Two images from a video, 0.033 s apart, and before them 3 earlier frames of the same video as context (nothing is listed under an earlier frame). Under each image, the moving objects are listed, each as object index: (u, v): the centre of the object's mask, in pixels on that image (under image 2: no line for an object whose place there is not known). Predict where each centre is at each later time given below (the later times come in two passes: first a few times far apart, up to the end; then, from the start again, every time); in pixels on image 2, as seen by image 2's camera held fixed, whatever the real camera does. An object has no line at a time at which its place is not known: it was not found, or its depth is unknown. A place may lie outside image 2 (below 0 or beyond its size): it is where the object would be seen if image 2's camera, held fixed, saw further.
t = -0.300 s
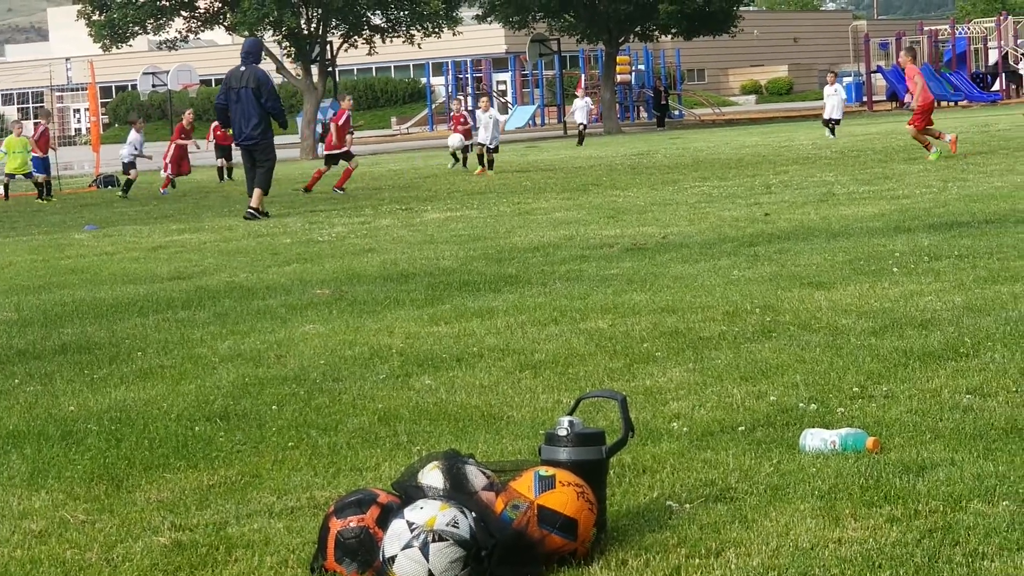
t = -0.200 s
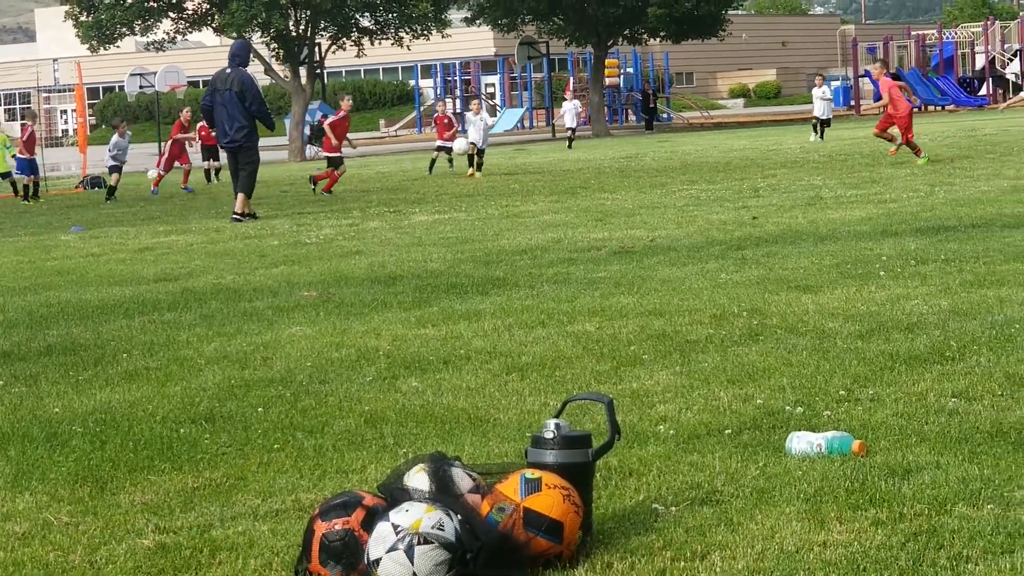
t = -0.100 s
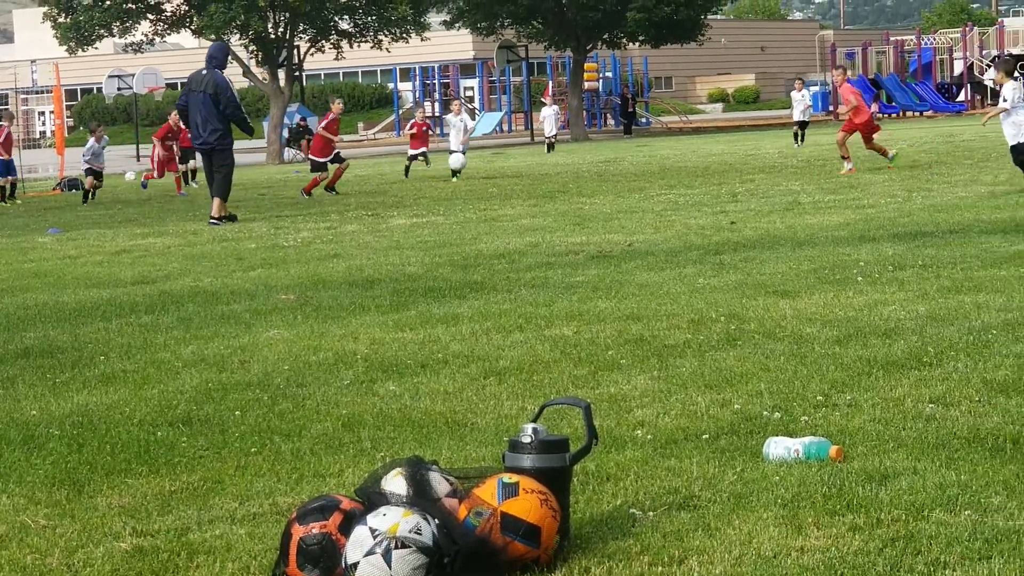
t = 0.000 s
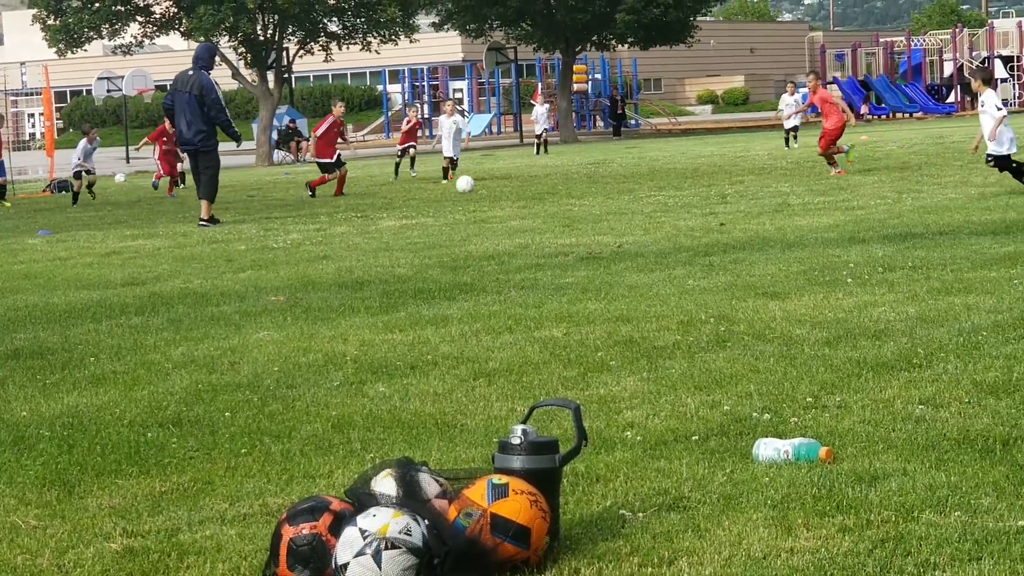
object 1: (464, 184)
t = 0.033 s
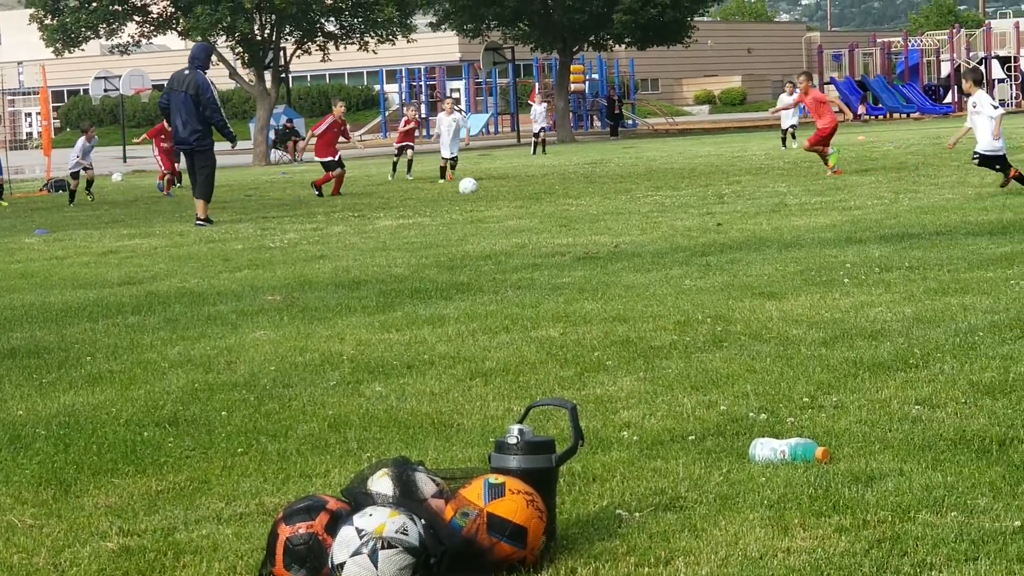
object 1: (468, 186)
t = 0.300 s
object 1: (513, 189)
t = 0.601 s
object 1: (560, 188)
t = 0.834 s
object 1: (600, 193)
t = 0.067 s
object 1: (474, 183)
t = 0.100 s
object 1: (479, 182)
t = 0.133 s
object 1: (484, 180)
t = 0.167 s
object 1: (490, 180)
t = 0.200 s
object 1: (496, 181)
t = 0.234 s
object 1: (501, 183)
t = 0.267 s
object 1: (508, 185)
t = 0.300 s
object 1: (513, 189)
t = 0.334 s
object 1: (520, 192)
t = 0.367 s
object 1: (525, 189)
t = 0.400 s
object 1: (529, 186)
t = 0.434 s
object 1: (534, 183)
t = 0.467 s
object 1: (540, 182)
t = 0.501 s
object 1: (545, 182)
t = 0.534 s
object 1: (550, 183)
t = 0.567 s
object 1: (555, 185)
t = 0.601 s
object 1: (560, 188)
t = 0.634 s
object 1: (566, 193)
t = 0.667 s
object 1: (571, 196)
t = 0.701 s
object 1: (577, 196)
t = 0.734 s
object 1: (583, 195)
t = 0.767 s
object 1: (588, 193)
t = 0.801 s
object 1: (594, 192)
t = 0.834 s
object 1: (600, 193)
